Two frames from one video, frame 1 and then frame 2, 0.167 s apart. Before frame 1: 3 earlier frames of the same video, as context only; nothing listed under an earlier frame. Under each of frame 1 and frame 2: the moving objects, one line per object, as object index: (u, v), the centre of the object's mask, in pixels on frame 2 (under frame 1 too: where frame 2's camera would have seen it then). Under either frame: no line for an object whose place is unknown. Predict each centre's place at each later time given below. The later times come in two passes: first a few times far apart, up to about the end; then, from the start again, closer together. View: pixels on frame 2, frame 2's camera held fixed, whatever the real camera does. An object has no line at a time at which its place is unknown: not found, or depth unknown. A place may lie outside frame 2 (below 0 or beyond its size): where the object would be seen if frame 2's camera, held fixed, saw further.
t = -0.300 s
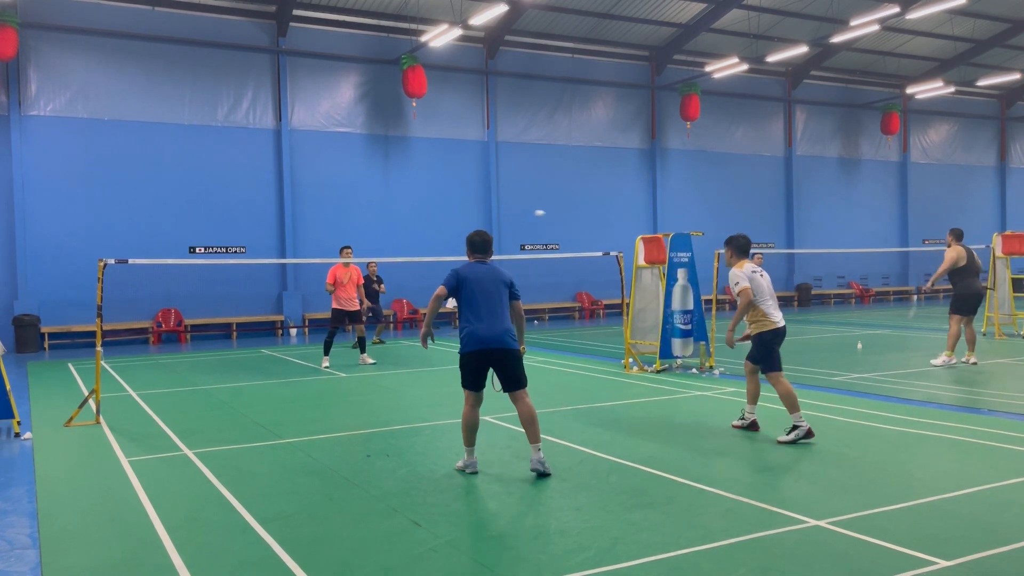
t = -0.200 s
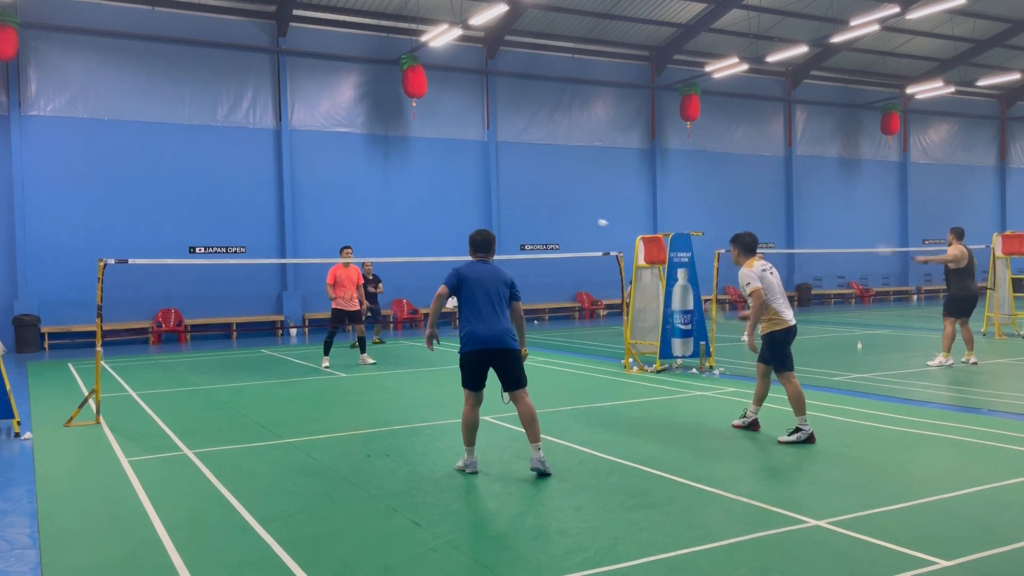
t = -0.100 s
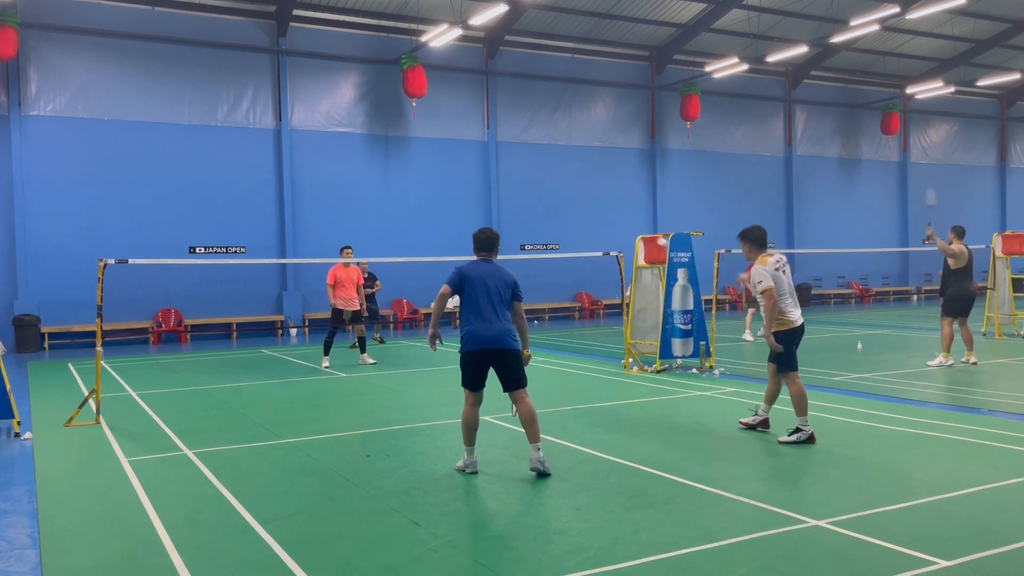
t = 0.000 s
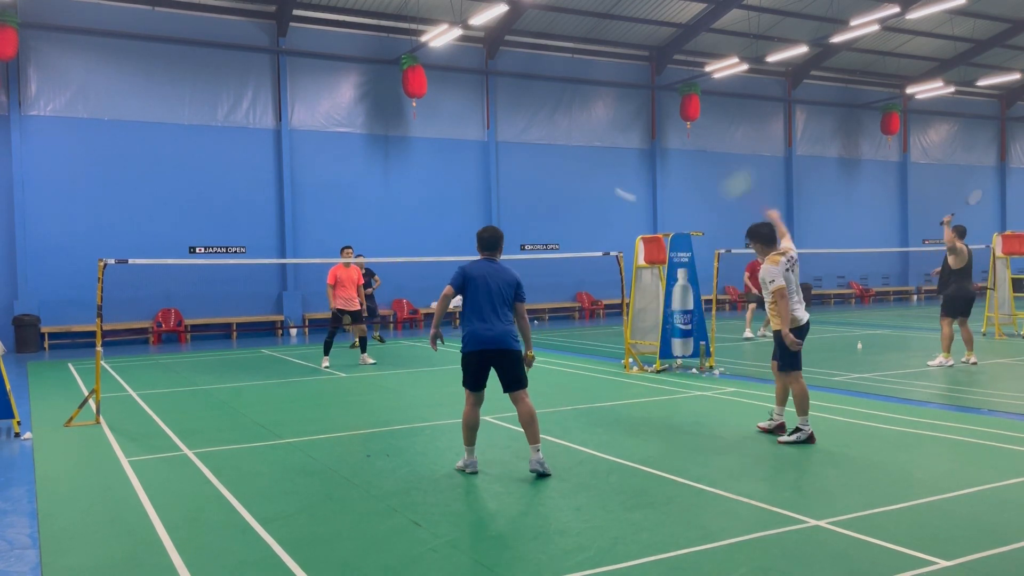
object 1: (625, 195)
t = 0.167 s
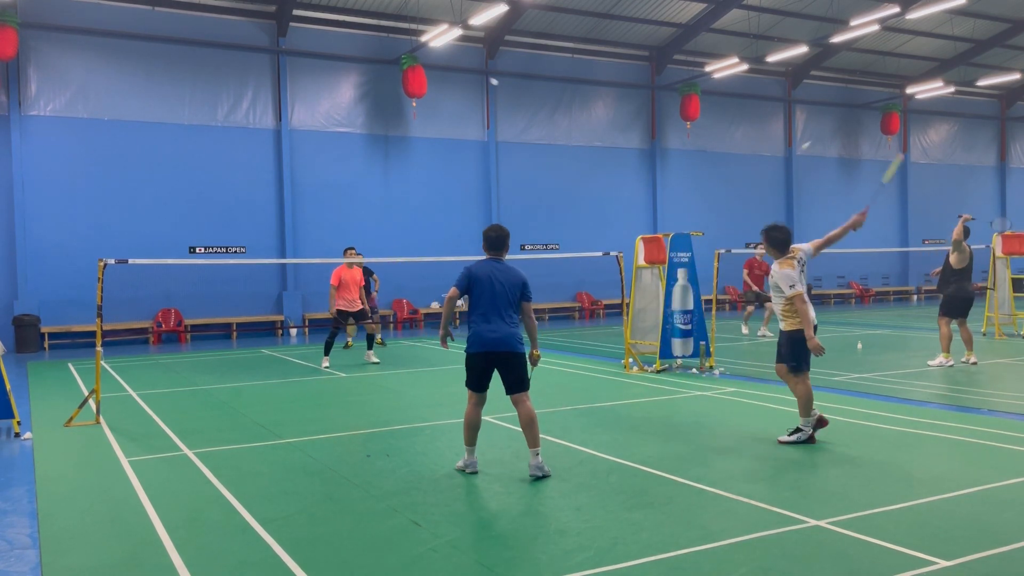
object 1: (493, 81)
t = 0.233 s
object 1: (468, 64)
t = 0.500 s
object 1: (409, 48)
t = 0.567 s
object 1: (400, 52)
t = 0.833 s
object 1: (375, 87)
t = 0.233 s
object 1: (468, 64)
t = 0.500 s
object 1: (409, 48)
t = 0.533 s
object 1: (404, 50)
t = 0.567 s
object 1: (400, 52)
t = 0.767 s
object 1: (380, 76)
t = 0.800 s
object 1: (378, 81)
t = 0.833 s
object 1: (375, 87)
